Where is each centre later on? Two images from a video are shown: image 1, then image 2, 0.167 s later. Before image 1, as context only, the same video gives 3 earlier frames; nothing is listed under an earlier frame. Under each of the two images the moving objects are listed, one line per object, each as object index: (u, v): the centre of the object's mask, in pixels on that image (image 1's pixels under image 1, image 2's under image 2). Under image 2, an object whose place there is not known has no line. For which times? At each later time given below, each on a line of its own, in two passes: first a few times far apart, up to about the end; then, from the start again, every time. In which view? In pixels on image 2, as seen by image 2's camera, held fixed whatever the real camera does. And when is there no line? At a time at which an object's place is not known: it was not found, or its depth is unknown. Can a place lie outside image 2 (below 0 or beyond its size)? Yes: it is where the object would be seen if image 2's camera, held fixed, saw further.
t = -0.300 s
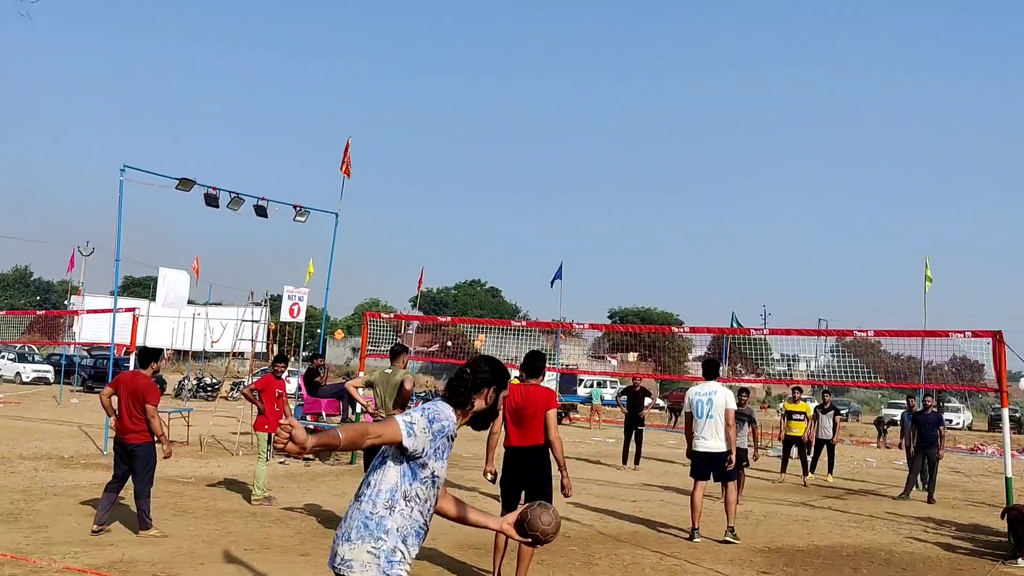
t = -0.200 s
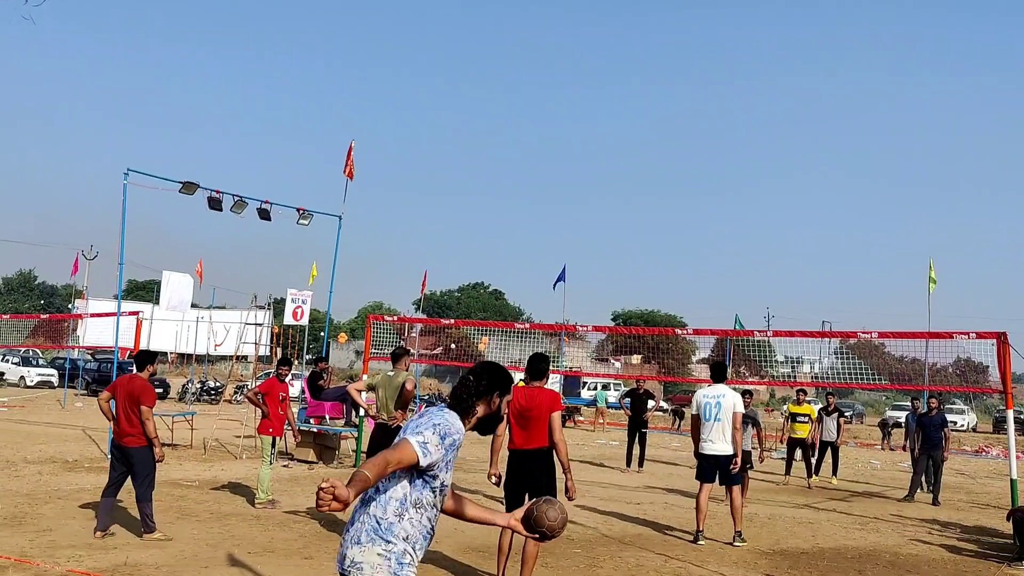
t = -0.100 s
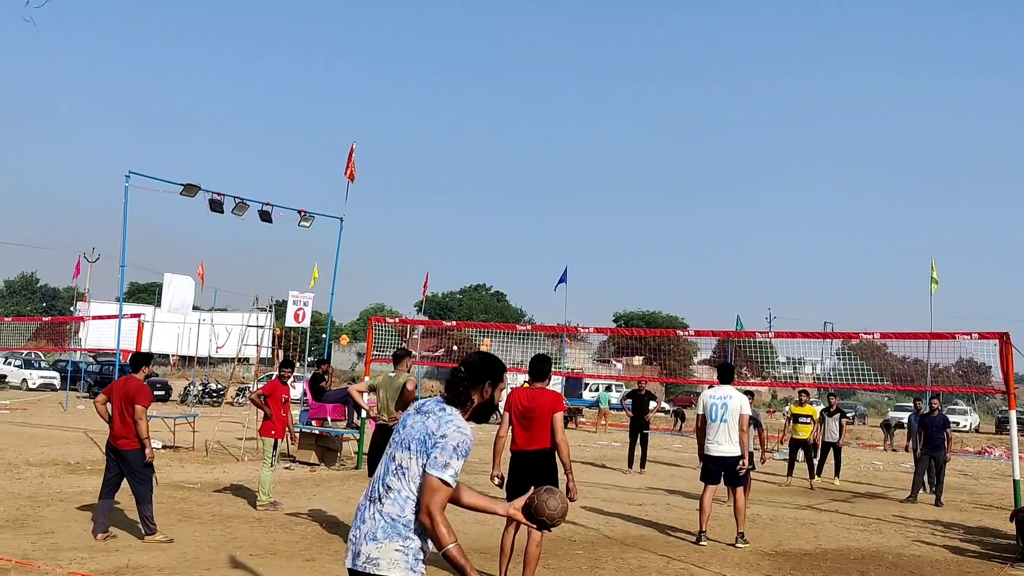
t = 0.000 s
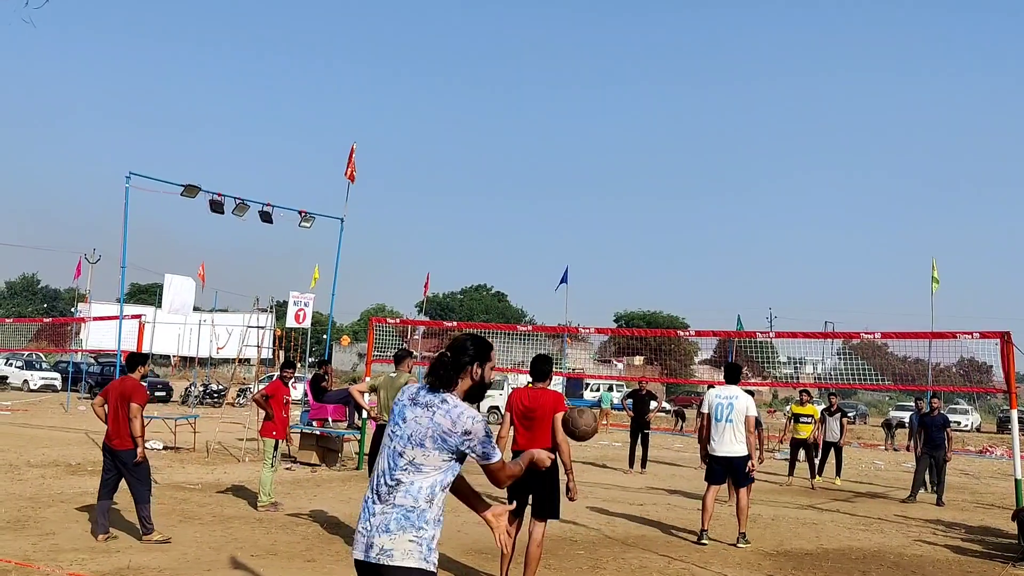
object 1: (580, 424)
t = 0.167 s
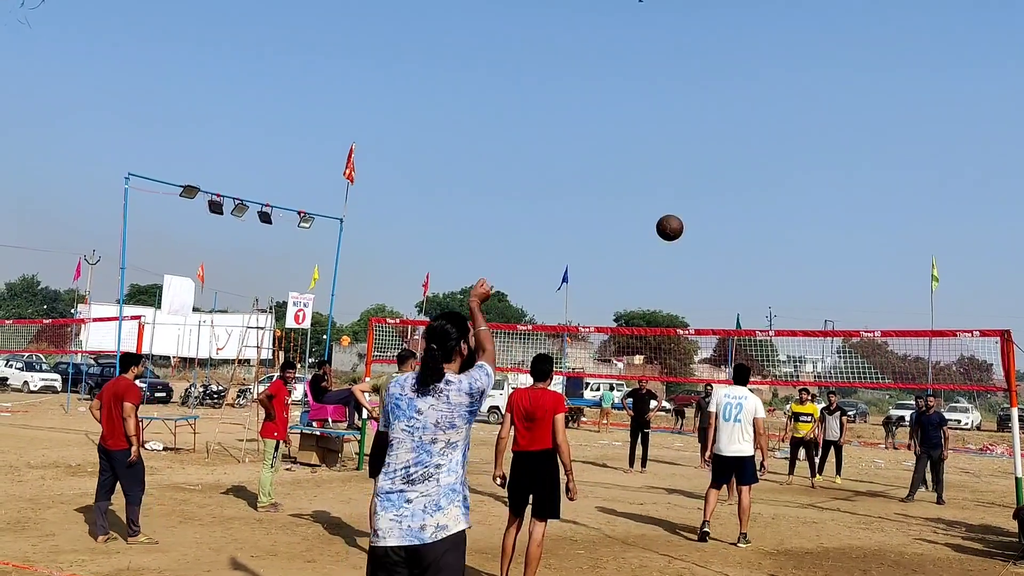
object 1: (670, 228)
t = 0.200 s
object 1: (683, 205)
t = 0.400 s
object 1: (740, 133)
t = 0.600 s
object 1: (778, 122)
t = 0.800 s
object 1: (804, 145)
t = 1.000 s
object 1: (824, 189)
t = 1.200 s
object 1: (839, 248)
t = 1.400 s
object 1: (852, 316)
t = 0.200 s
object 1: (683, 205)
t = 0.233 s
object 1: (695, 187)
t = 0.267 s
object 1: (705, 171)
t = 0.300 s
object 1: (715, 158)
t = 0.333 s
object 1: (724, 148)
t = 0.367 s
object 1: (732, 139)
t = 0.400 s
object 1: (740, 133)
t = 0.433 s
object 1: (747, 127)
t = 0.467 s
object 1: (754, 124)
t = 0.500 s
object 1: (760, 122)
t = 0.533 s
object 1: (766, 121)
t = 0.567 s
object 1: (772, 121)
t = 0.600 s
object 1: (778, 122)
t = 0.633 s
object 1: (783, 124)
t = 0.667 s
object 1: (787, 126)
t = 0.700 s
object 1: (792, 130)
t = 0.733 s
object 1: (796, 135)
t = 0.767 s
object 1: (800, 140)
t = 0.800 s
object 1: (804, 145)
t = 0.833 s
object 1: (808, 152)
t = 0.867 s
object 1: (811, 158)
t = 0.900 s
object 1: (815, 166)
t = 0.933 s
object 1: (818, 173)
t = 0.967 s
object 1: (821, 181)
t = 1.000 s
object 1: (824, 189)
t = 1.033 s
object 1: (827, 198)
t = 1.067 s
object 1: (830, 208)
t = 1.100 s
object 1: (833, 217)
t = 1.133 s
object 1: (835, 227)
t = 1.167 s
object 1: (837, 237)
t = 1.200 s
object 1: (839, 248)
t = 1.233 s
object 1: (842, 258)
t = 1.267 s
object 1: (844, 269)
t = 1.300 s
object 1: (846, 280)
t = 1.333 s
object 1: (848, 292)
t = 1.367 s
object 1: (850, 303)
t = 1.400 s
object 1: (852, 316)
